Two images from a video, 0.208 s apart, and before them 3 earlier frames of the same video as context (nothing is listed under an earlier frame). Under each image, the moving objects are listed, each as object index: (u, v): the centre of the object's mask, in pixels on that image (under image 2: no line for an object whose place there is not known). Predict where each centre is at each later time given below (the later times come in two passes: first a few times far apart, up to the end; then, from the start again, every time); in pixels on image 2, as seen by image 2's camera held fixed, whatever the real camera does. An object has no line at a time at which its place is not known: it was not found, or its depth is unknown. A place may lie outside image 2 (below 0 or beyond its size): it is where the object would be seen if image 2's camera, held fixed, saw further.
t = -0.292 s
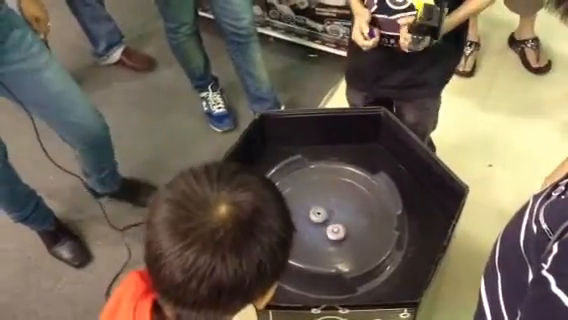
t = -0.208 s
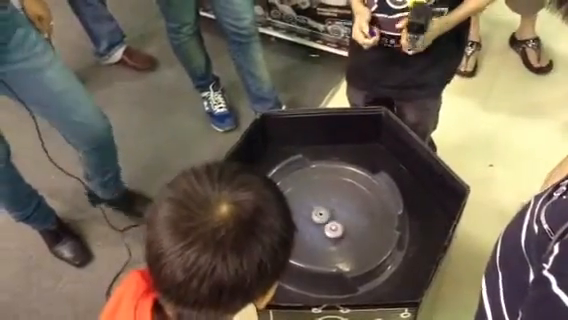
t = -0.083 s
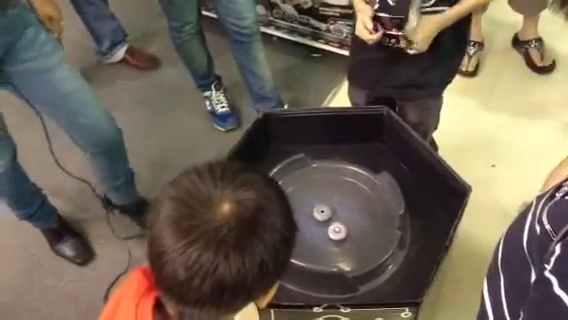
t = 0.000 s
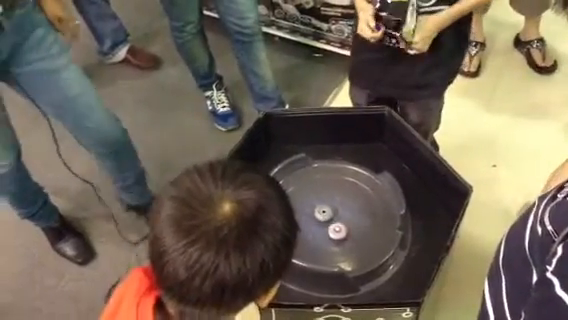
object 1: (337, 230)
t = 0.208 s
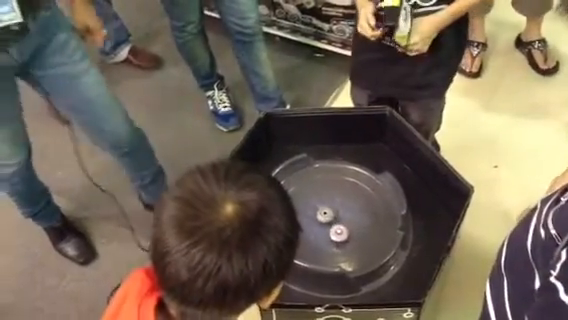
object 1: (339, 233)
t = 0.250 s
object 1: (339, 233)
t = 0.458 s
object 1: (337, 232)
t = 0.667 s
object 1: (337, 232)
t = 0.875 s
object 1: (340, 234)
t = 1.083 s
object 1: (337, 232)
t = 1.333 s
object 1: (343, 239)
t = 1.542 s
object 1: (342, 238)
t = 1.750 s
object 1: (336, 230)
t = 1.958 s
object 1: (335, 230)
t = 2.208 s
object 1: (339, 233)
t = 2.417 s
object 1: (337, 232)
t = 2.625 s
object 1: (335, 231)
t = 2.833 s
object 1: (349, 239)
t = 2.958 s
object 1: (348, 237)
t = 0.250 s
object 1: (339, 233)
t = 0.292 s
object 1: (339, 233)
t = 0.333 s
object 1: (338, 233)
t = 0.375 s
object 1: (338, 233)
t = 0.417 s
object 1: (338, 232)
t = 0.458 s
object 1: (337, 232)
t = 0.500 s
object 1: (337, 232)
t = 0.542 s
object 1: (337, 232)
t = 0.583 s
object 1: (337, 232)
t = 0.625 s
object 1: (337, 232)
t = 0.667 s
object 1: (337, 232)
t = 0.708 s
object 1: (339, 234)
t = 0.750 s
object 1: (341, 235)
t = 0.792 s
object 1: (341, 235)
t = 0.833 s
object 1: (340, 234)
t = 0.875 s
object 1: (340, 234)
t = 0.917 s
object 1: (339, 233)
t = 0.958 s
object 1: (339, 233)
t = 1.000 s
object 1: (338, 233)
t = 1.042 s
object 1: (338, 232)
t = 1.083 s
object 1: (337, 232)
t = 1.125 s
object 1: (337, 231)
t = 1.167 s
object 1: (337, 231)
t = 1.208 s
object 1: (337, 231)
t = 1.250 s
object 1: (337, 231)
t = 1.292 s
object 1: (340, 235)
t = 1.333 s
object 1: (343, 239)
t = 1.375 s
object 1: (345, 240)
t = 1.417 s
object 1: (345, 240)
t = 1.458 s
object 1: (344, 239)
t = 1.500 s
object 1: (343, 239)
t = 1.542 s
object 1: (342, 238)
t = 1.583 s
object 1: (341, 236)
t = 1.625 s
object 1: (339, 235)
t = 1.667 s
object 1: (338, 233)
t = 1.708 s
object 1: (337, 232)
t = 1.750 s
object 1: (336, 230)
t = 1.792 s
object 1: (335, 229)
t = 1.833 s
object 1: (335, 229)
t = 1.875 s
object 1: (336, 230)
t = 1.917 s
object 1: (336, 230)
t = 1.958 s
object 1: (335, 230)
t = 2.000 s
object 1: (335, 230)
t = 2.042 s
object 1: (335, 230)
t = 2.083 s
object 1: (337, 231)
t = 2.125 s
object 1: (339, 233)
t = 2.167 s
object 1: (339, 233)
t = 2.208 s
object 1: (339, 233)
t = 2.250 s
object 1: (339, 232)
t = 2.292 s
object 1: (338, 232)
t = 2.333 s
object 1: (338, 232)
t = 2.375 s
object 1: (337, 232)
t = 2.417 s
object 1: (337, 232)
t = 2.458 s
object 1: (337, 231)
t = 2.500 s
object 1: (336, 231)
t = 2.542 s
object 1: (336, 231)
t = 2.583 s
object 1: (336, 231)
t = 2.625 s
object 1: (335, 231)
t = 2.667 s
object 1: (335, 231)
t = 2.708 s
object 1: (338, 232)
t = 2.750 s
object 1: (344, 236)
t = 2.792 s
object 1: (347, 238)
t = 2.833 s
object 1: (349, 239)
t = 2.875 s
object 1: (349, 239)
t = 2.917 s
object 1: (349, 238)
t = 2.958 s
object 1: (348, 237)
